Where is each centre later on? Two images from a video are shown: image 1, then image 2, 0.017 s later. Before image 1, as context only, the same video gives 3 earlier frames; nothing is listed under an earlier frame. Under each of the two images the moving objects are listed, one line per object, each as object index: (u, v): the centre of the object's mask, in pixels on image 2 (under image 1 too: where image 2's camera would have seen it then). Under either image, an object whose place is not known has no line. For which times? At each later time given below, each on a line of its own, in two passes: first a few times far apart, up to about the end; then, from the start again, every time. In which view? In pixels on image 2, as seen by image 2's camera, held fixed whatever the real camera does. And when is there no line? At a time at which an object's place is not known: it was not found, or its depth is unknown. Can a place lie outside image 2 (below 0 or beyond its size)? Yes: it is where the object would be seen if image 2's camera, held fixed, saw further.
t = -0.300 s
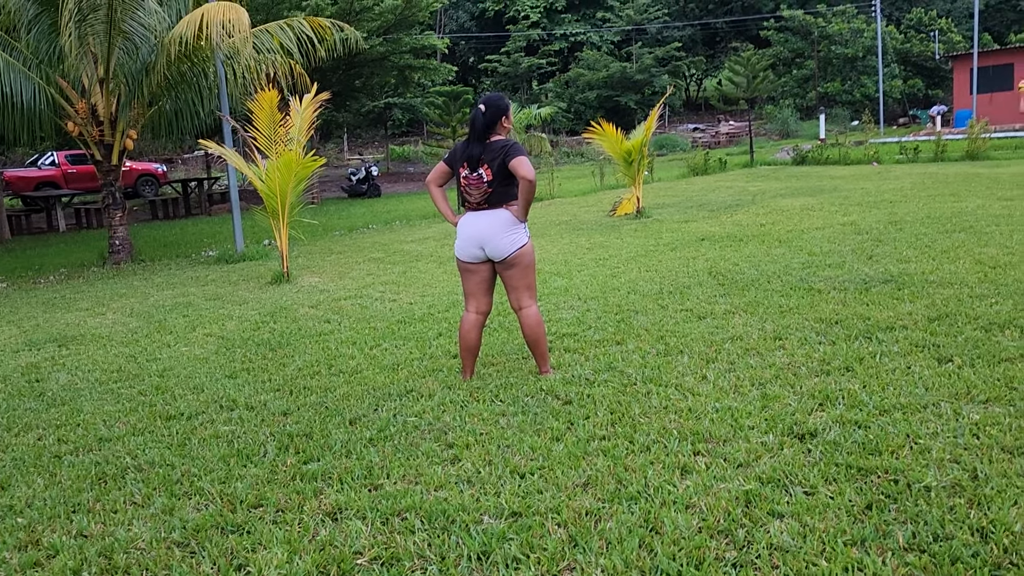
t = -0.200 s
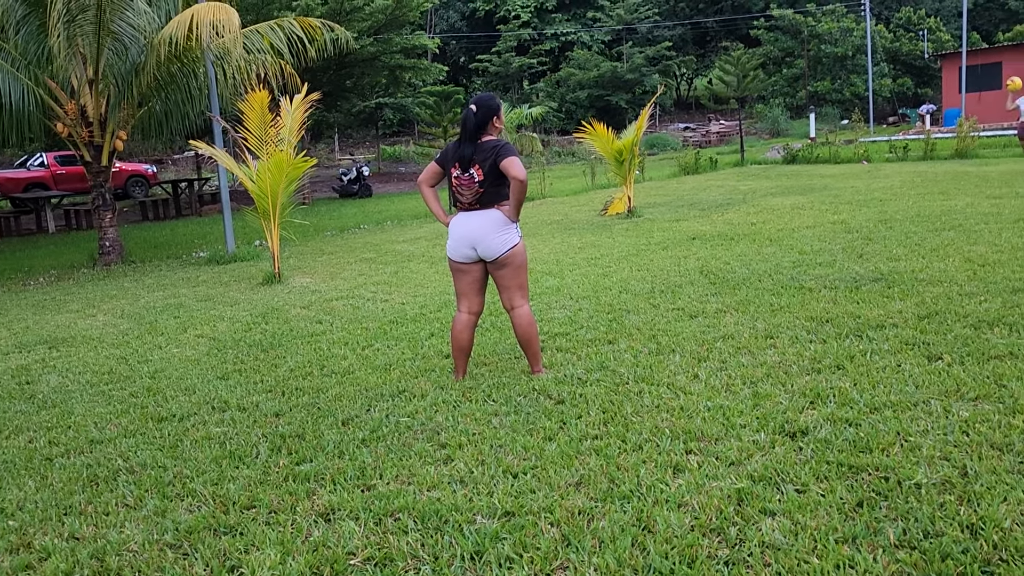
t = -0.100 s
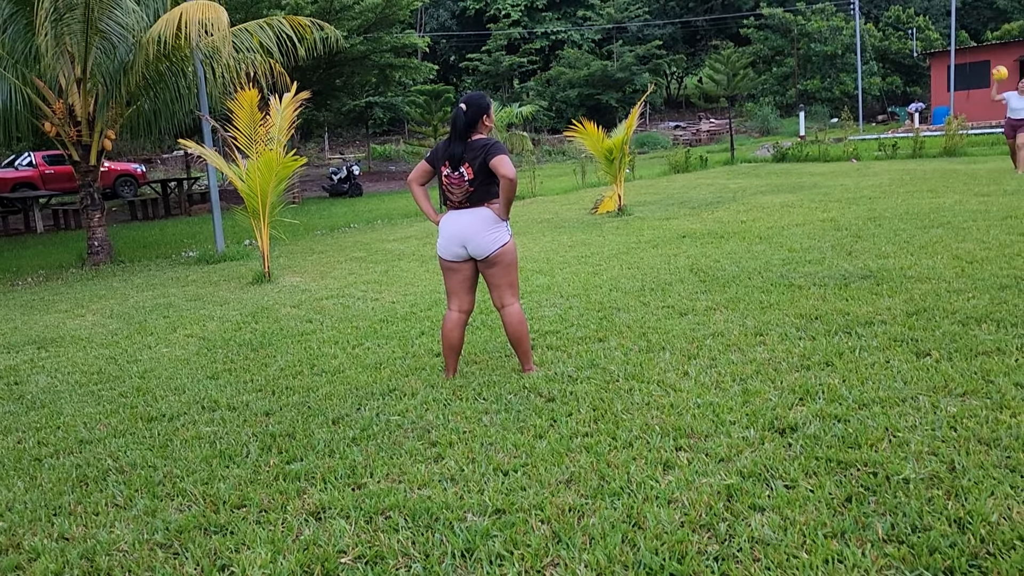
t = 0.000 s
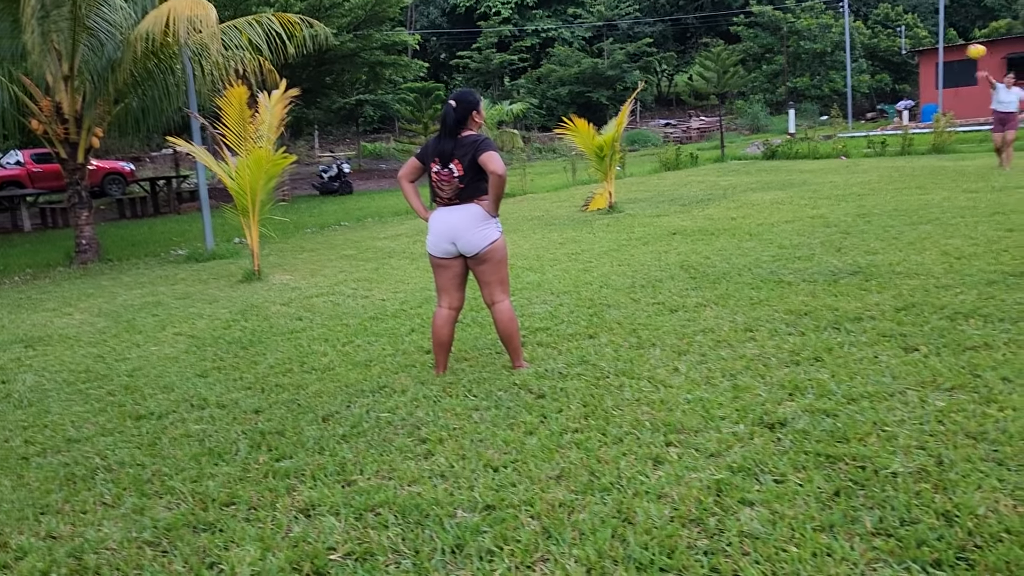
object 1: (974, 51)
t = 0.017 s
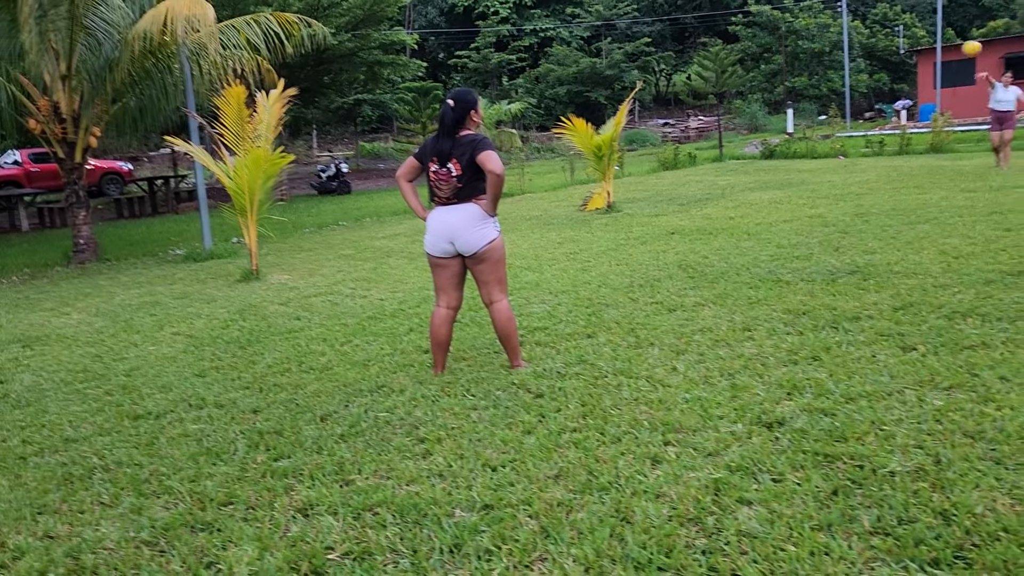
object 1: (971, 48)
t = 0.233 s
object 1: (935, 23)
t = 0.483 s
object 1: (882, 37)
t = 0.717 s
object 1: (819, 108)
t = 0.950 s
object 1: (745, 235)
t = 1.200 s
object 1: (701, 180)
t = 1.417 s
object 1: (659, 187)
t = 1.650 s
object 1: (612, 262)
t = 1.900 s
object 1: (551, 273)
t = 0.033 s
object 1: (969, 45)
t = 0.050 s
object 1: (966, 42)
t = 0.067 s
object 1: (964, 39)
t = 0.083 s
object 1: (961, 37)
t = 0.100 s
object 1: (958, 35)
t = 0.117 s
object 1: (955, 33)
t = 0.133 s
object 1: (953, 31)
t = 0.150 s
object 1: (951, 29)
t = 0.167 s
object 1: (949, 27)
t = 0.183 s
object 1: (945, 26)
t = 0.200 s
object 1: (942, 25)
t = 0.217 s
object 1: (938, 24)
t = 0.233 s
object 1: (935, 23)
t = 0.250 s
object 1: (932, 22)
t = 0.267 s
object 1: (928, 22)
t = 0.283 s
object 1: (926, 21)
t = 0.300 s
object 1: (923, 21)
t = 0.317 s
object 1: (919, 22)
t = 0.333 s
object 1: (916, 22)
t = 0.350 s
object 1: (912, 23)
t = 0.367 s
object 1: (909, 23)
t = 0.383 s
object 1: (905, 25)
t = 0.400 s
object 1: (902, 27)
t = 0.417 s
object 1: (898, 28)
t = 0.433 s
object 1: (894, 30)
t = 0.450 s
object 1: (890, 32)
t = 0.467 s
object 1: (886, 35)
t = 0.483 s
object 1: (882, 37)
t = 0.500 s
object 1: (878, 40)
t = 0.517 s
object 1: (874, 44)
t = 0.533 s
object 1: (870, 47)
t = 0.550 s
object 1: (865, 52)
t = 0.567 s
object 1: (861, 56)
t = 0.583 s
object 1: (857, 60)
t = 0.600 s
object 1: (852, 65)
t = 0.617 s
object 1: (848, 70)
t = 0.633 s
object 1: (843, 76)
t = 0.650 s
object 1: (838, 82)
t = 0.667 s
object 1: (833, 89)
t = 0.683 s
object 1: (829, 95)
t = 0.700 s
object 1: (824, 102)
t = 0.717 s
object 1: (819, 108)
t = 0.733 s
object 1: (814, 116)
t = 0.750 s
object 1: (809, 124)
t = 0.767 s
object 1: (804, 132)
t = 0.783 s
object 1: (799, 143)
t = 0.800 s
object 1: (794, 152)
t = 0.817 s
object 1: (788, 161)
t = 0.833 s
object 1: (782, 172)
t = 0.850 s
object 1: (777, 183)
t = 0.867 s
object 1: (771, 194)
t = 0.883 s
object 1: (765, 206)
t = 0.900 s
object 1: (759, 218)
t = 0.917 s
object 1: (753, 231)
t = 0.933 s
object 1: (748, 238)
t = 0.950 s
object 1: (745, 235)
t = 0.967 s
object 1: (742, 230)
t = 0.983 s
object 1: (739, 225)
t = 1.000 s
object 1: (736, 220)
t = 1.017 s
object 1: (733, 215)
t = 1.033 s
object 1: (730, 211)
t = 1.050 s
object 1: (727, 206)
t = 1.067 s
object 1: (724, 202)
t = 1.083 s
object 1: (721, 198)
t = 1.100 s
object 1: (718, 195)
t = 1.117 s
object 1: (715, 192)
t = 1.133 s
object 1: (713, 189)
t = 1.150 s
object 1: (709, 187)
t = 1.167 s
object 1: (706, 185)
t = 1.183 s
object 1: (703, 182)
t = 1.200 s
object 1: (701, 180)
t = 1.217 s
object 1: (697, 179)
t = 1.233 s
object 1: (694, 177)
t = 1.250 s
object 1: (691, 177)
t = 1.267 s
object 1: (688, 176)
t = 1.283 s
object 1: (685, 176)
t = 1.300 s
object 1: (682, 176)
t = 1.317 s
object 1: (678, 177)
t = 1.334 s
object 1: (675, 178)
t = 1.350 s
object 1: (672, 179)
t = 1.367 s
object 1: (668, 181)
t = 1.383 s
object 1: (665, 183)
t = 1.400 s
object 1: (662, 185)
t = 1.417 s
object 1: (659, 187)
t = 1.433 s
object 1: (655, 190)
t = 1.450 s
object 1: (652, 193)
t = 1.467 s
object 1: (649, 197)
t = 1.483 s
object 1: (645, 201)
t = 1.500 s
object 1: (642, 205)
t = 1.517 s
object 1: (639, 210)
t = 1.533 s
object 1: (636, 215)
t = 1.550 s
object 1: (632, 220)
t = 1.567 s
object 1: (629, 226)
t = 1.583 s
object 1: (626, 232)
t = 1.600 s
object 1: (623, 239)
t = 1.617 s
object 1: (619, 246)
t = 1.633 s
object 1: (616, 254)
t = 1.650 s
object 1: (612, 262)
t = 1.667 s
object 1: (609, 271)
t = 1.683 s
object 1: (605, 278)
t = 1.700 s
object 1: (602, 282)
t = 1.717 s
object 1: (598, 281)
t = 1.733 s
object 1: (593, 280)
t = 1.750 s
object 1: (589, 278)
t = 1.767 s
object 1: (585, 276)
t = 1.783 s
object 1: (581, 274)
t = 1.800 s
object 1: (577, 273)
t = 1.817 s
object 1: (573, 272)
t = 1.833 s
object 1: (568, 272)
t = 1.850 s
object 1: (564, 272)
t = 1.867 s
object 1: (560, 272)
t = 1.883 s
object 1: (556, 272)
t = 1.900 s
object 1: (551, 273)
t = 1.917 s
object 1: (547, 274)
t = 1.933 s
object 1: (543, 276)
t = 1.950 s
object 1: (539, 277)
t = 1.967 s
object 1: (534, 280)
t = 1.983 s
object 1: (530, 283)
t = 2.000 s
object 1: (525, 286)
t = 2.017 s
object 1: (520, 290)
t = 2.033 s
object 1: (516, 295)
